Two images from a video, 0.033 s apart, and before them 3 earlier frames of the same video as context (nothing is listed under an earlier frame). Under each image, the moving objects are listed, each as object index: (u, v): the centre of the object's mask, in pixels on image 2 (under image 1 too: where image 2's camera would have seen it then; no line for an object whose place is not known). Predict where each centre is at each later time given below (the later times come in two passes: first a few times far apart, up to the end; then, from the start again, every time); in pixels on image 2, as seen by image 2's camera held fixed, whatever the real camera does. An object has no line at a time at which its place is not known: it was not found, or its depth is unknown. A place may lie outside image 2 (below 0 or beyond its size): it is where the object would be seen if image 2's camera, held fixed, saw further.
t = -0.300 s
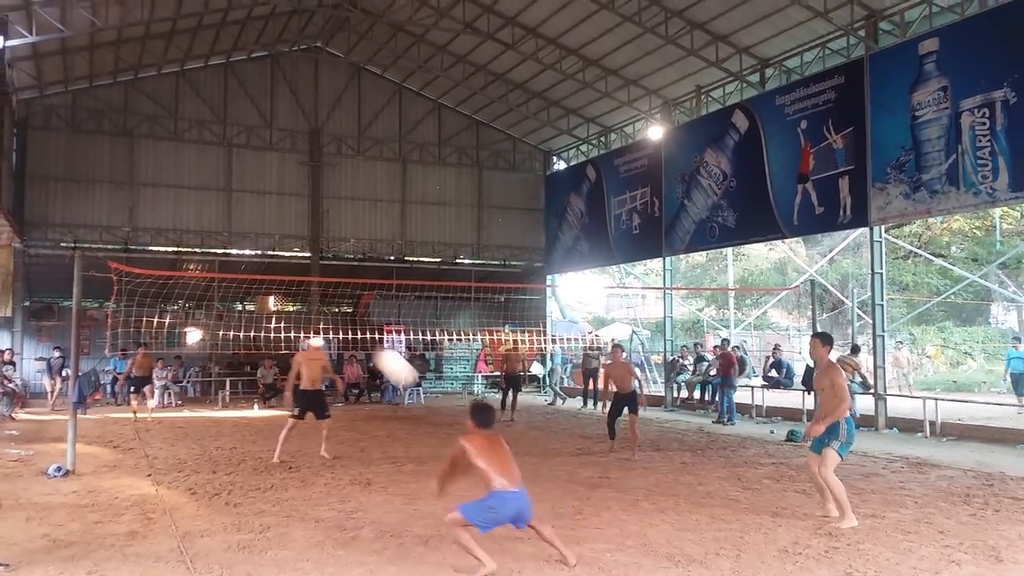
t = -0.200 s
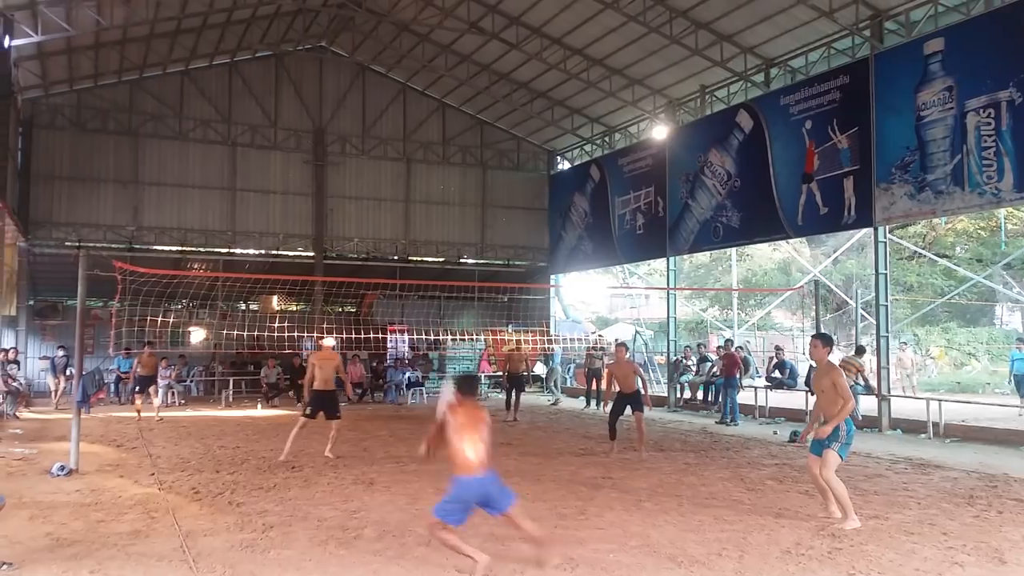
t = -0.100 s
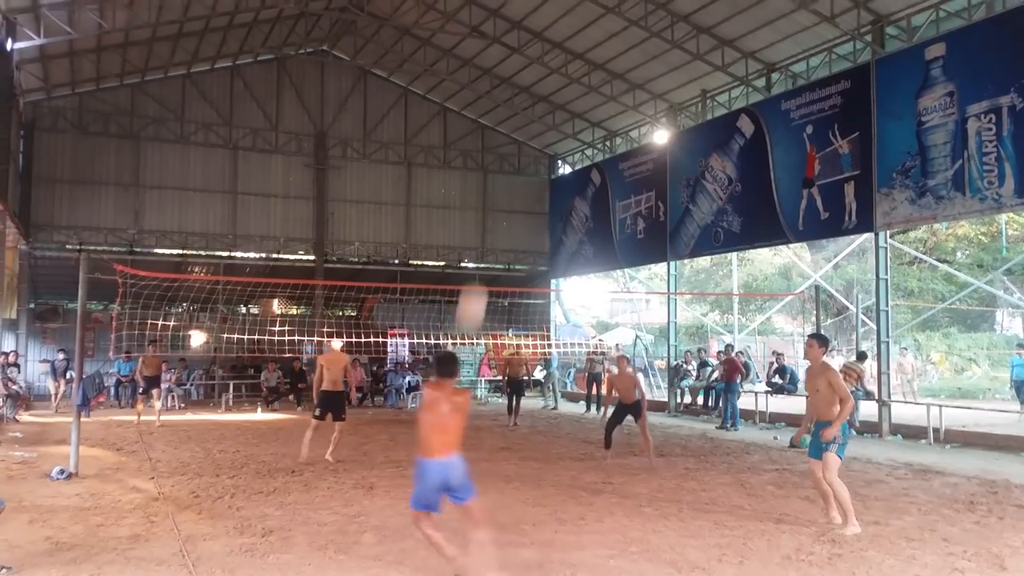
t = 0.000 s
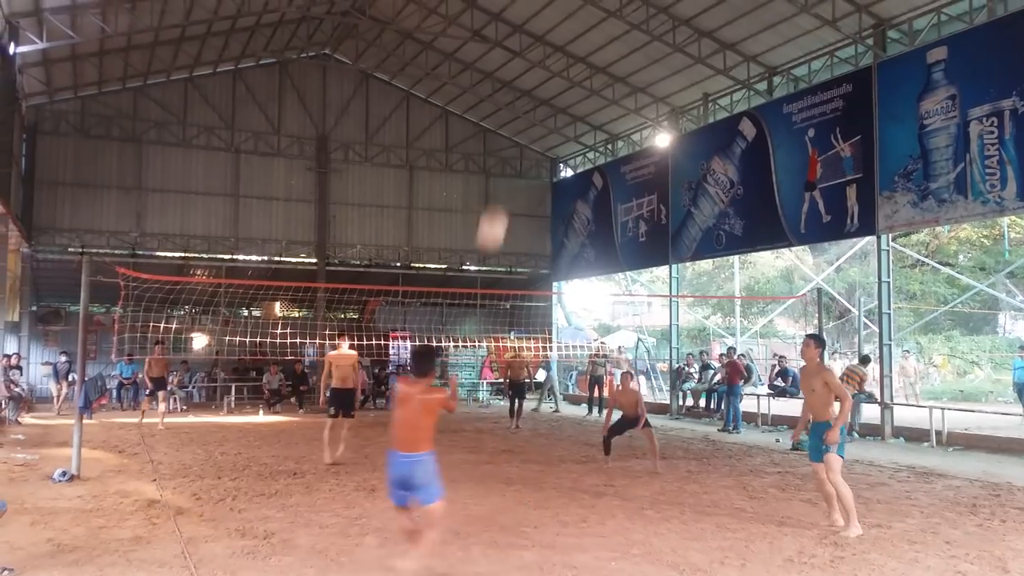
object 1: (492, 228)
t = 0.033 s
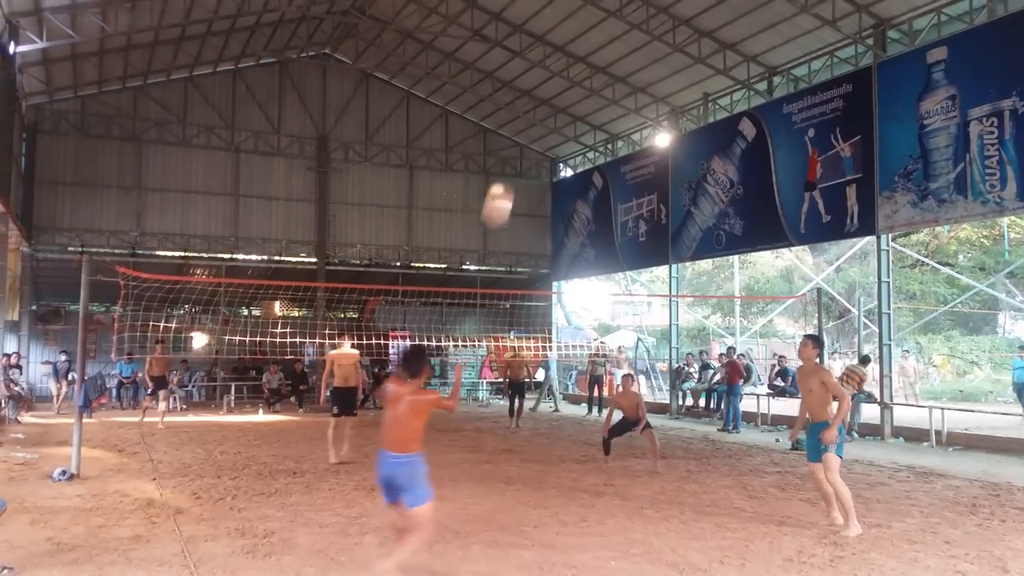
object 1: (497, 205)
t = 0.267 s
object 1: (540, 84)
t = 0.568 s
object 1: (593, 31)
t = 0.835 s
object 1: (637, 72)
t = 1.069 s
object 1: (674, 175)
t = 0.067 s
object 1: (504, 183)
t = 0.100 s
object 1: (510, 163)
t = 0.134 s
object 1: (516, 144)
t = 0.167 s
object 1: (522, 127)
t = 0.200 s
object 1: (528, 111)
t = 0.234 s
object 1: (534, 97)
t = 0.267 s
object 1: (540, 84)
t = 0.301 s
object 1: (546, 73)
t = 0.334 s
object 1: (552, 63)
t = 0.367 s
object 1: (558, 55)
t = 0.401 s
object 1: (564, 47)
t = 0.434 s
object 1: (570, 41)
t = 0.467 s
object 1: (576, 37)
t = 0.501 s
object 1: (581, 34)
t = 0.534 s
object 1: (587, 32)
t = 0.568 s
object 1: (593, 31)
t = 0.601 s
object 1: (599, 32)
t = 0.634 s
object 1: (604, 34)
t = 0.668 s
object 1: (610, 37)
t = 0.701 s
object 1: (615, 42)
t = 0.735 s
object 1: (621, 47)
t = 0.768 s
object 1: (627, 54)
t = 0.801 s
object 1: (632, 63)
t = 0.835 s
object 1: (637, 72)
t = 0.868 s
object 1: (643, 84)
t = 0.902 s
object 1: (648, 95)
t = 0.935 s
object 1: (653, 109)
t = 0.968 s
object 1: (658, 121)
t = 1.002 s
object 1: (664, 140)
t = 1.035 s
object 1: (670, 159)
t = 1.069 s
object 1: (674, 175)
